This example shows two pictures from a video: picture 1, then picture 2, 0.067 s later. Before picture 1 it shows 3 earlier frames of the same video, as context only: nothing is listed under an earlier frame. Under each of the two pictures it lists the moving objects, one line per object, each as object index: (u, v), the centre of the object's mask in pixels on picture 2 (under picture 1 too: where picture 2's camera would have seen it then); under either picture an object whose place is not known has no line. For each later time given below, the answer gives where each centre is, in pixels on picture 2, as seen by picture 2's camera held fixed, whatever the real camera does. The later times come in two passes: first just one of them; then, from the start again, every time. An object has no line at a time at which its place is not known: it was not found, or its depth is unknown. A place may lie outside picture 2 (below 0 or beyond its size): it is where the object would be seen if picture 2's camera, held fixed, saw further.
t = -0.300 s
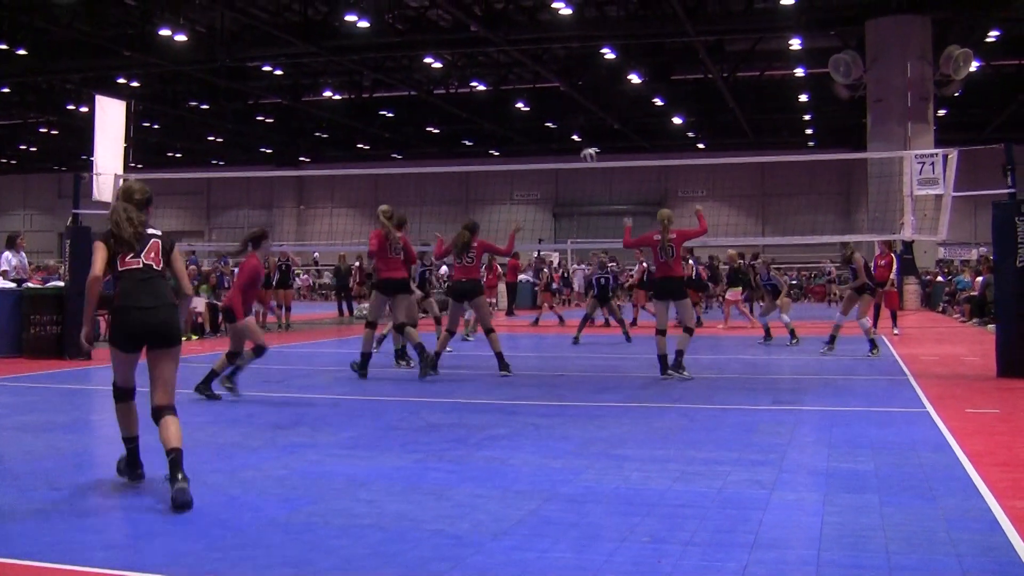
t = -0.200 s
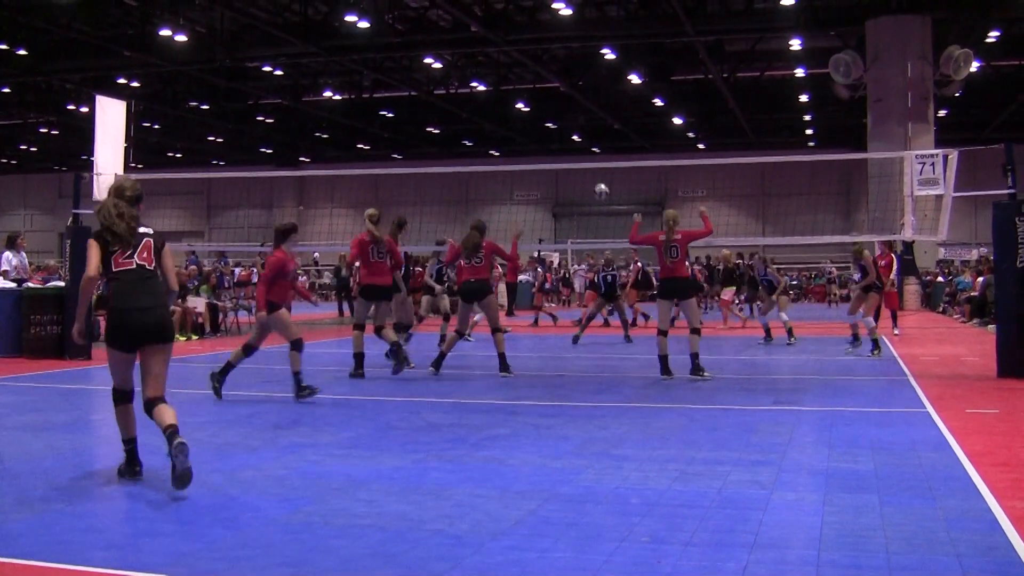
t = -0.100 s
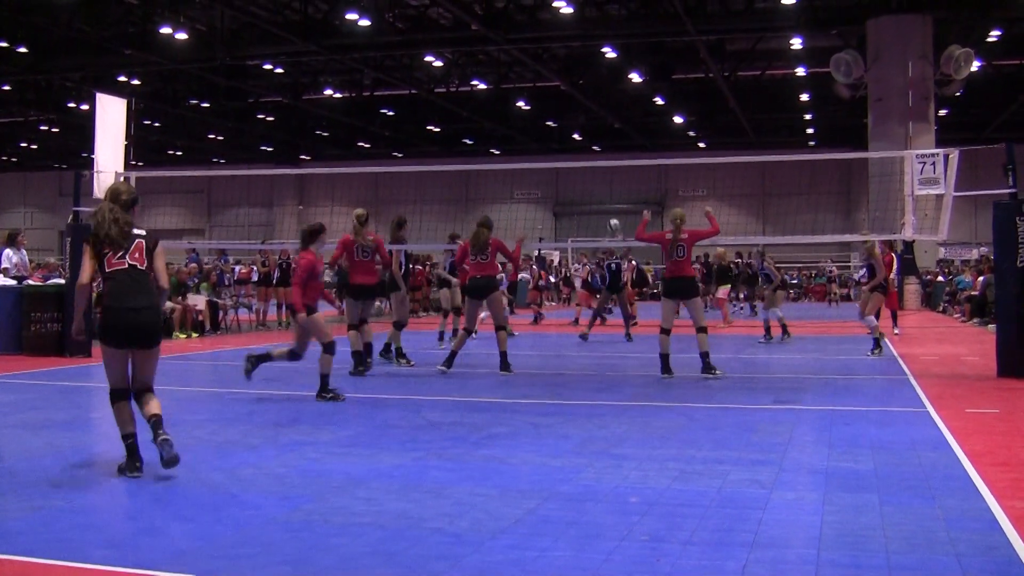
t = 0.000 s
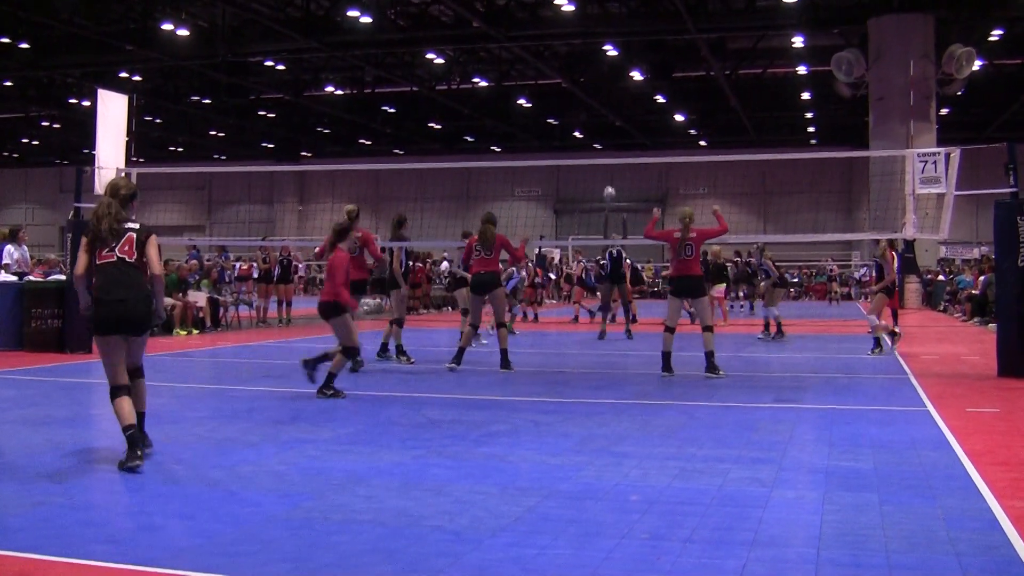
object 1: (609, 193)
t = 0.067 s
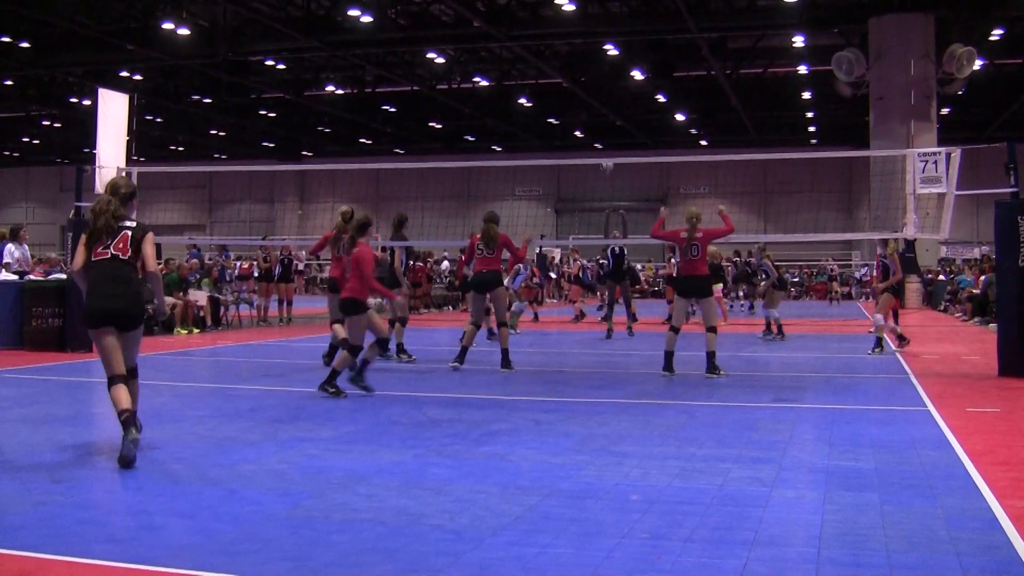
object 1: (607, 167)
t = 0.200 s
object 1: (600, 121)
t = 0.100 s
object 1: (604, 152)
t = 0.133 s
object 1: (603, 142)
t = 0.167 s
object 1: (601, 131)
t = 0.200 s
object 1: (600, 121)
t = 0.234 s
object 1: (598, 112)
